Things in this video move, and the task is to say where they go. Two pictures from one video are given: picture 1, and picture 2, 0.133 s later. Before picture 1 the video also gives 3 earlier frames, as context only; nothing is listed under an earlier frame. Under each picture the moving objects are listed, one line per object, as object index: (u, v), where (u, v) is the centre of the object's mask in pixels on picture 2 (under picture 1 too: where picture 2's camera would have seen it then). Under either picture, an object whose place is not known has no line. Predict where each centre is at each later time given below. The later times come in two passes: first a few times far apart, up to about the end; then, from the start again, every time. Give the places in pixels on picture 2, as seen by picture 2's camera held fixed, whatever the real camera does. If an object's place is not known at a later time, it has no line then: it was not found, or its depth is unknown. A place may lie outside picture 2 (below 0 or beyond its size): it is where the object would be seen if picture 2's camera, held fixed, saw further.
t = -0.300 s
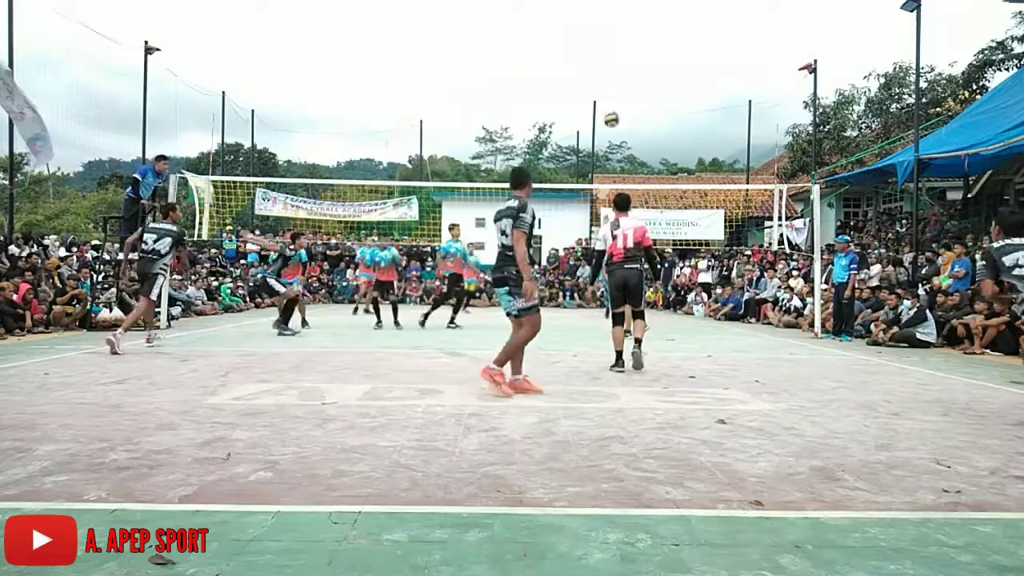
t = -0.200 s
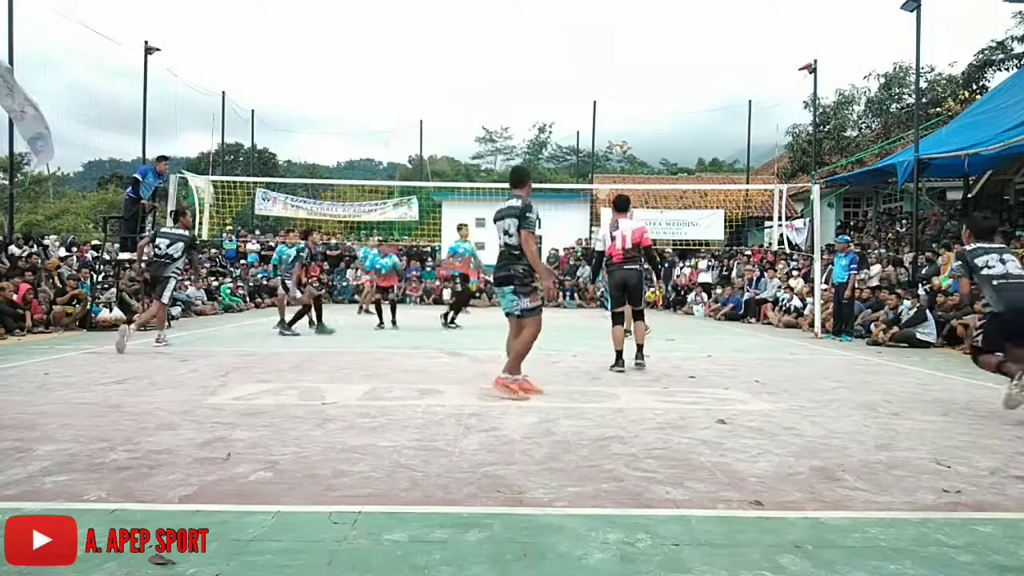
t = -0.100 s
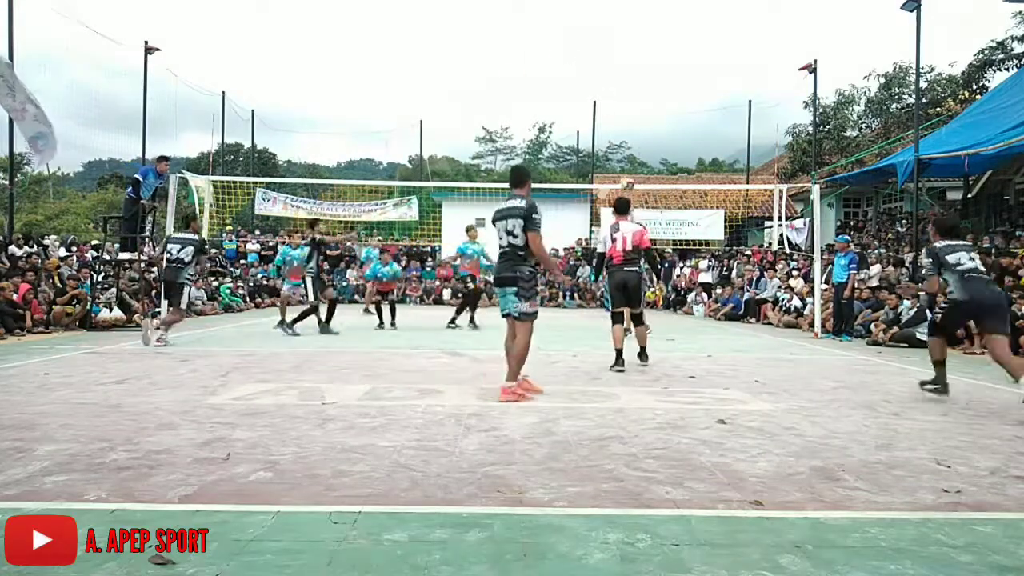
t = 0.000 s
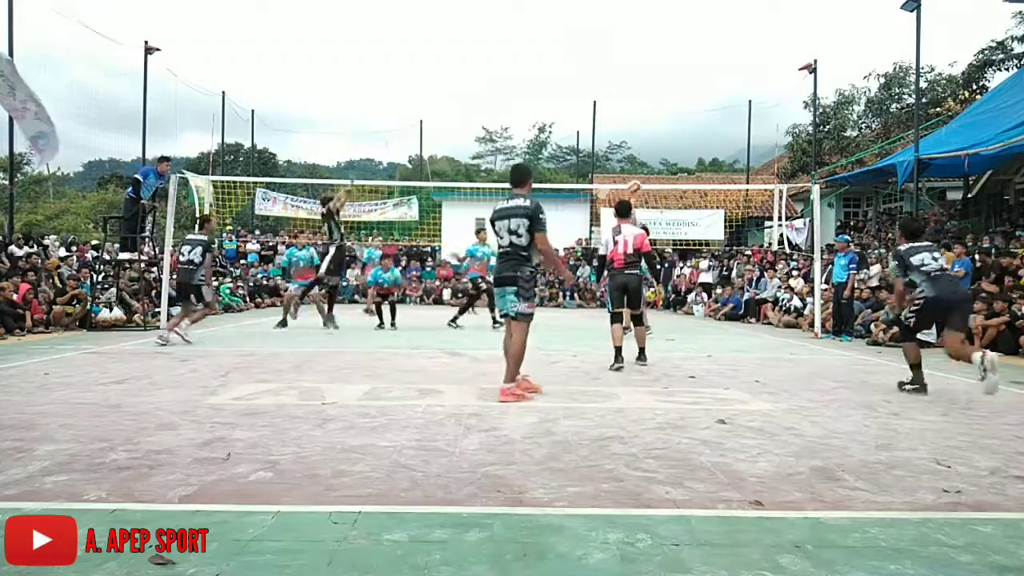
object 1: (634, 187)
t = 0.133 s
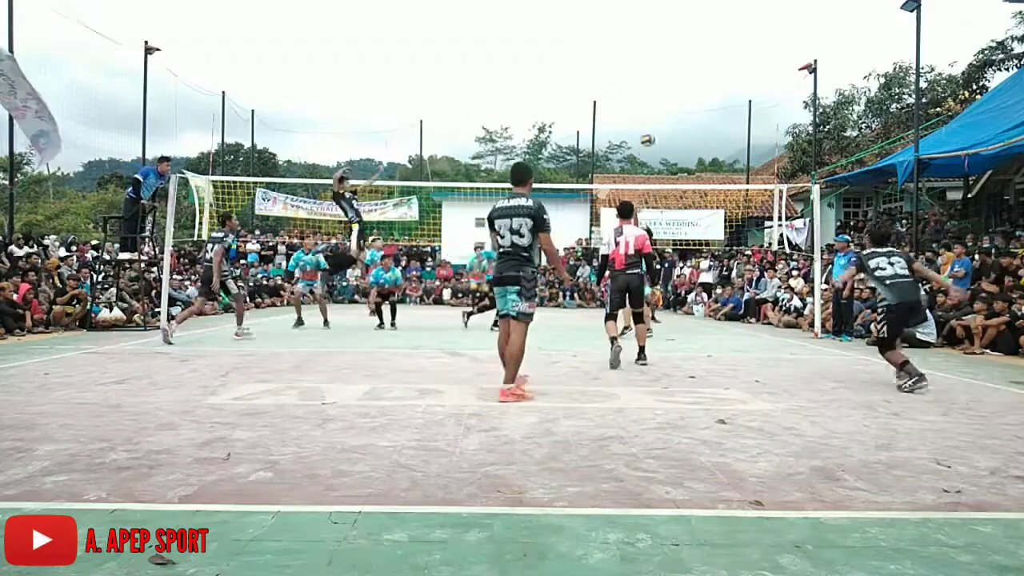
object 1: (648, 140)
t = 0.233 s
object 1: (657, 111)
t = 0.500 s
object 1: (682, 65)
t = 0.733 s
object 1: (704, 64)
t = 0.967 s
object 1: (726, 102)
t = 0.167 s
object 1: (651, 129)
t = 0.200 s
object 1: (654, 120)
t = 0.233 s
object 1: (657, 111)
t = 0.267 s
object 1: (660, 103)
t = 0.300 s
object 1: (663, 95)
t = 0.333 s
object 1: (666, 88)
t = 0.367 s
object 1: (670, 82)
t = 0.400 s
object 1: (673, 77)
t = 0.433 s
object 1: (676, 72)
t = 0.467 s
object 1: (679, 68)
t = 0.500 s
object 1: (682, 65)
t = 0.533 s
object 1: (685, 63)
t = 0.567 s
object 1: (688, 61)
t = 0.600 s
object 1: (692, 60)
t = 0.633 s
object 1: (695, 60)
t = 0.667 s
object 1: (698, 60)
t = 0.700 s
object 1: (701, 62)
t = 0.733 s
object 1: (704, 64)
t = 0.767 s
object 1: (707, 67)
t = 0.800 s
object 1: (710, 71)
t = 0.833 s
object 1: (713, 75)
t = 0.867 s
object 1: (716, 81)
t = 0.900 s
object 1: (720, 87)
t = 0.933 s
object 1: (723, 94)
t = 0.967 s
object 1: (726, 102)
